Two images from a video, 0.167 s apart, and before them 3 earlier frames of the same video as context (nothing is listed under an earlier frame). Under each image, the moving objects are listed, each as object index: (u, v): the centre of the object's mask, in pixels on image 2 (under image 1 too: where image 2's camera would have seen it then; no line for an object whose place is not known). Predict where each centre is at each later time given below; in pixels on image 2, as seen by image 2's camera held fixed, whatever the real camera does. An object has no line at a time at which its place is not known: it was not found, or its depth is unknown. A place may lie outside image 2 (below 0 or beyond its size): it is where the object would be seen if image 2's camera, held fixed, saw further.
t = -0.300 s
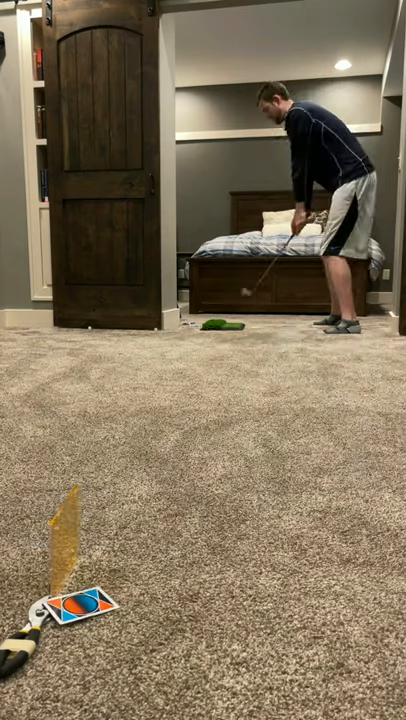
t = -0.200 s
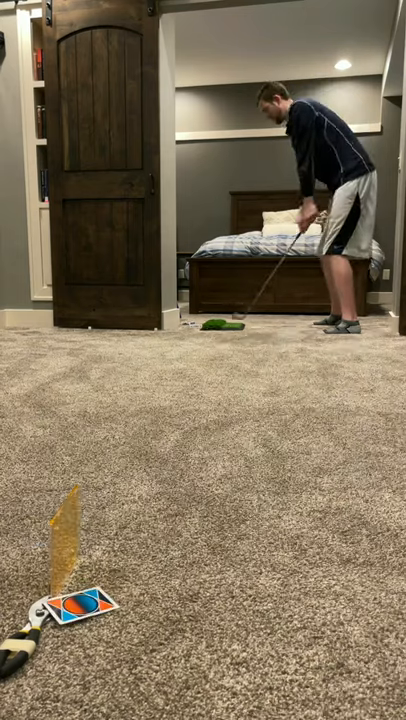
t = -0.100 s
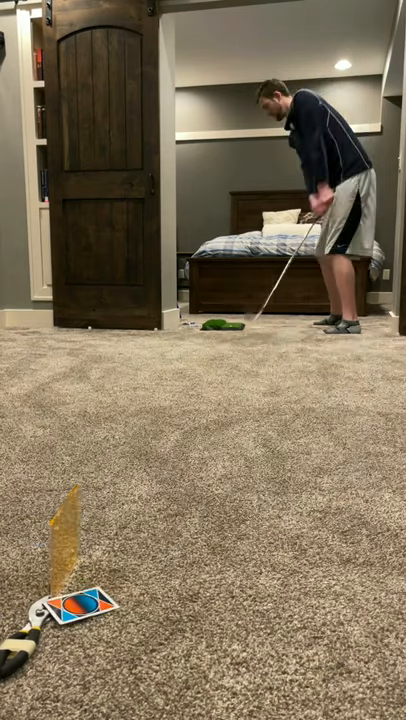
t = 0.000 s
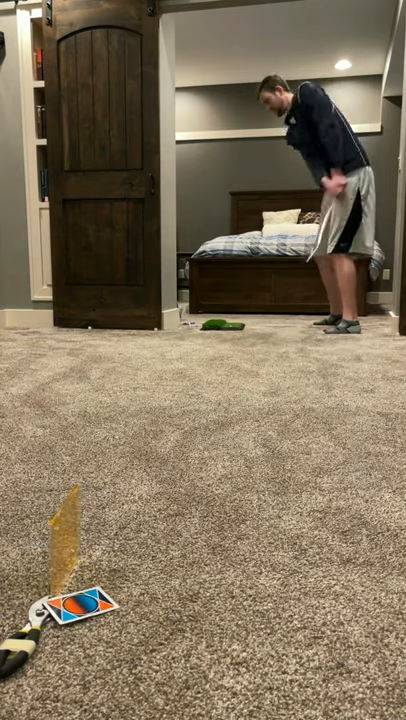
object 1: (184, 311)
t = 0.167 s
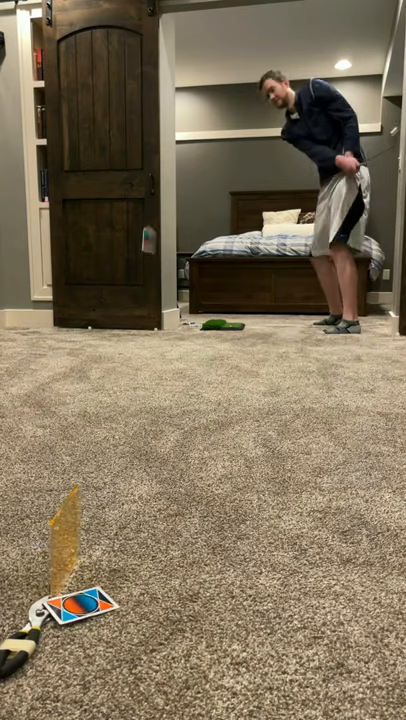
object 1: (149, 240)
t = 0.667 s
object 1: (108, 368)
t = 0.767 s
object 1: (123, 370)
